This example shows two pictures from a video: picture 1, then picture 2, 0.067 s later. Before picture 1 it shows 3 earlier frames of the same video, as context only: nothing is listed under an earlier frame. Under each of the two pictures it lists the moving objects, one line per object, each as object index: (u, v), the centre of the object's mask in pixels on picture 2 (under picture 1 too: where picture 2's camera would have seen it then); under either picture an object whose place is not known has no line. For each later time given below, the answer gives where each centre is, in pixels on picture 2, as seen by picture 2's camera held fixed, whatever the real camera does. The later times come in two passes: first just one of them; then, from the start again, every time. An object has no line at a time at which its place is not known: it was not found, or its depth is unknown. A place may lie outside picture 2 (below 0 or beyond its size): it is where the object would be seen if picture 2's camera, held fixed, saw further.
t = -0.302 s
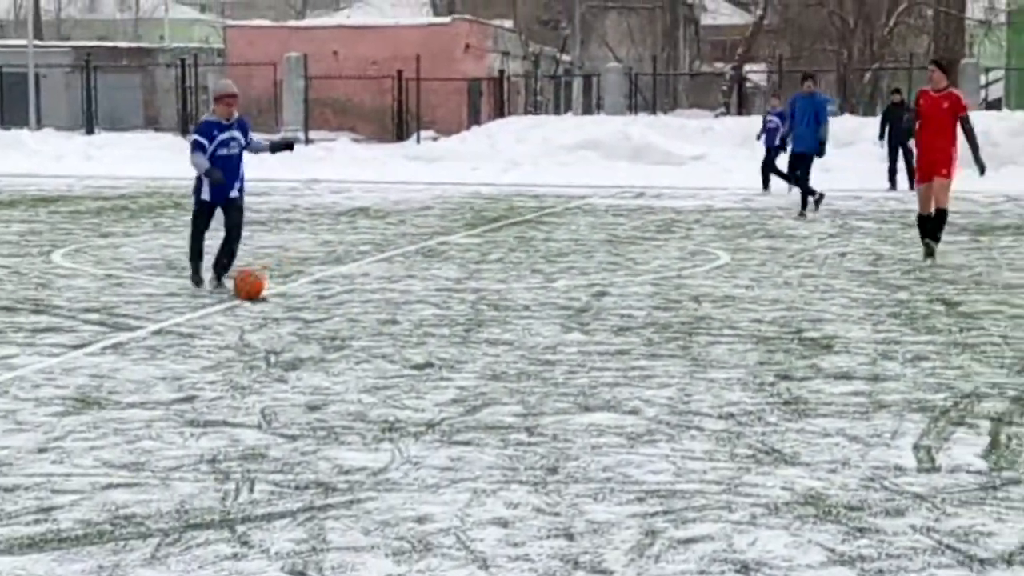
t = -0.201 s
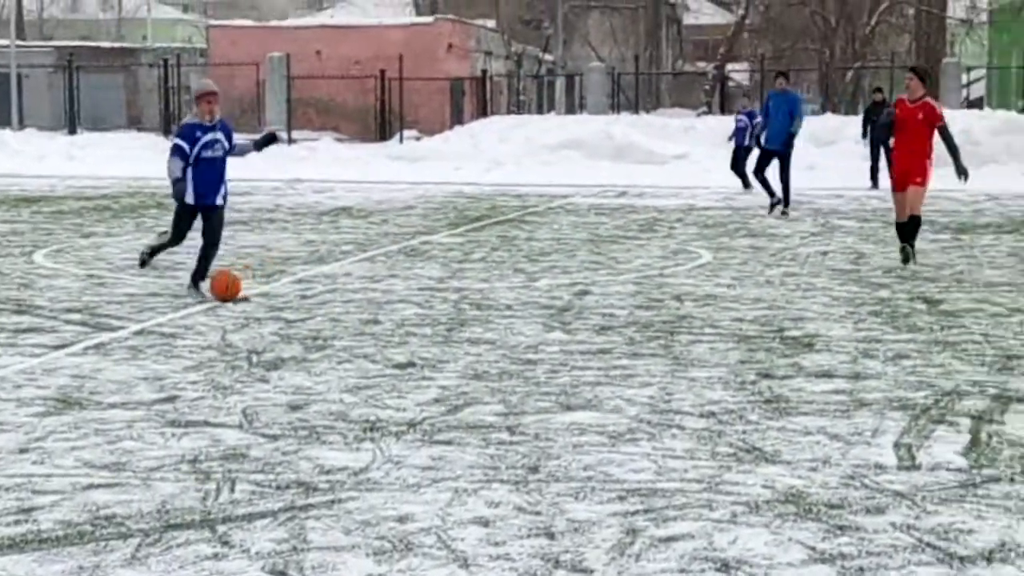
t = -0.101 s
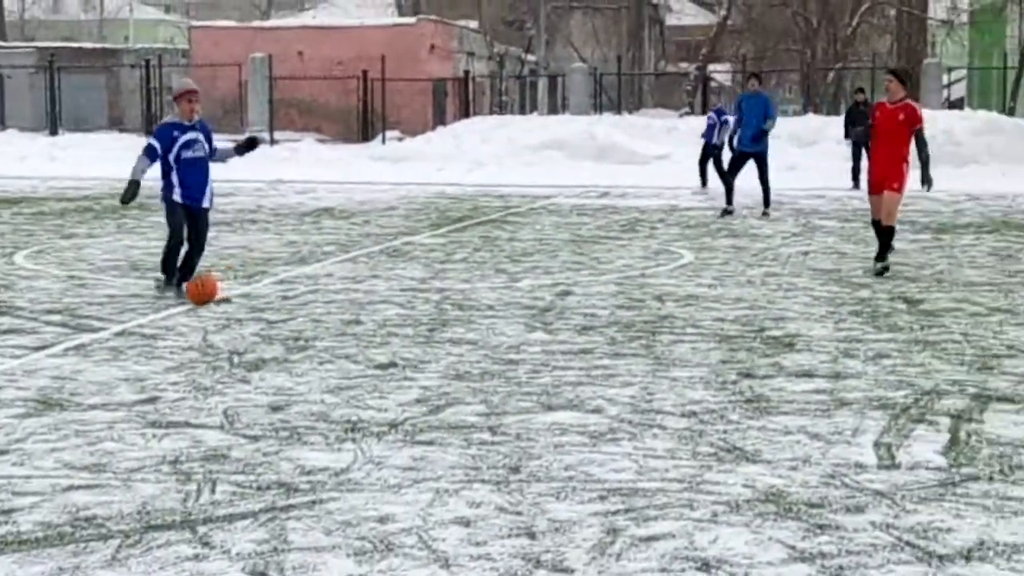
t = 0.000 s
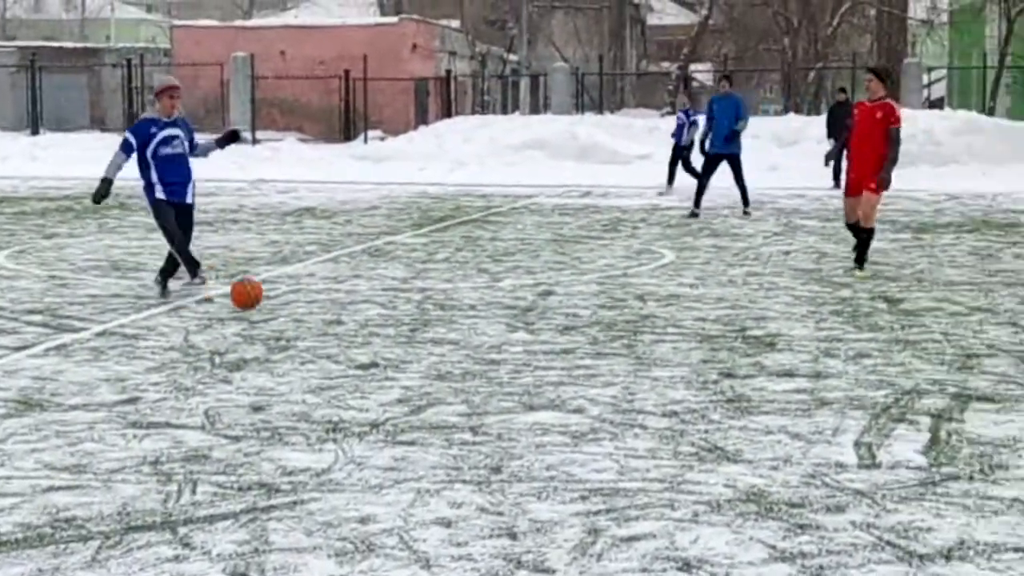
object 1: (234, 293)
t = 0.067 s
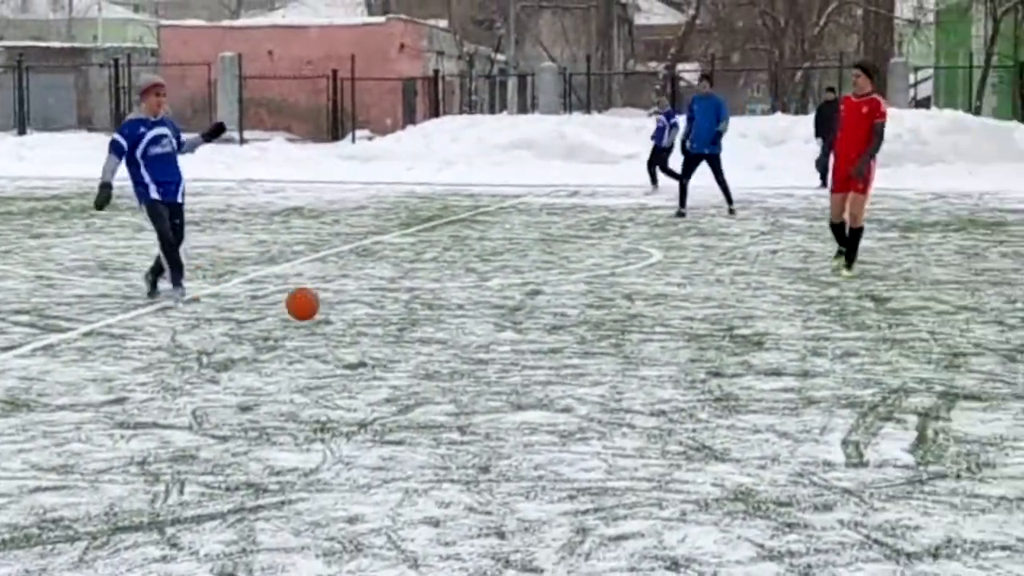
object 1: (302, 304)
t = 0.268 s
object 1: (534, 336)
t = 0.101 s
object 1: (339, 312)
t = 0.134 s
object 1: (377, 321)
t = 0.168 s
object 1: (415, 322)
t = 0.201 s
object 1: (453, 324)
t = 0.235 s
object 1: (492, 329)
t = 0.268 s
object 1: (534, 336)
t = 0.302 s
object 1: (577, 347)
